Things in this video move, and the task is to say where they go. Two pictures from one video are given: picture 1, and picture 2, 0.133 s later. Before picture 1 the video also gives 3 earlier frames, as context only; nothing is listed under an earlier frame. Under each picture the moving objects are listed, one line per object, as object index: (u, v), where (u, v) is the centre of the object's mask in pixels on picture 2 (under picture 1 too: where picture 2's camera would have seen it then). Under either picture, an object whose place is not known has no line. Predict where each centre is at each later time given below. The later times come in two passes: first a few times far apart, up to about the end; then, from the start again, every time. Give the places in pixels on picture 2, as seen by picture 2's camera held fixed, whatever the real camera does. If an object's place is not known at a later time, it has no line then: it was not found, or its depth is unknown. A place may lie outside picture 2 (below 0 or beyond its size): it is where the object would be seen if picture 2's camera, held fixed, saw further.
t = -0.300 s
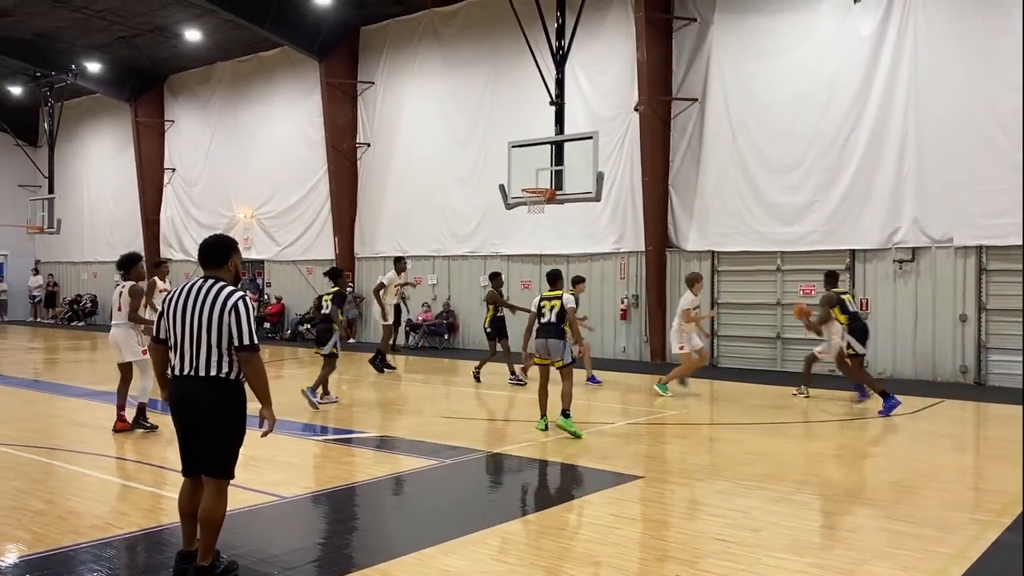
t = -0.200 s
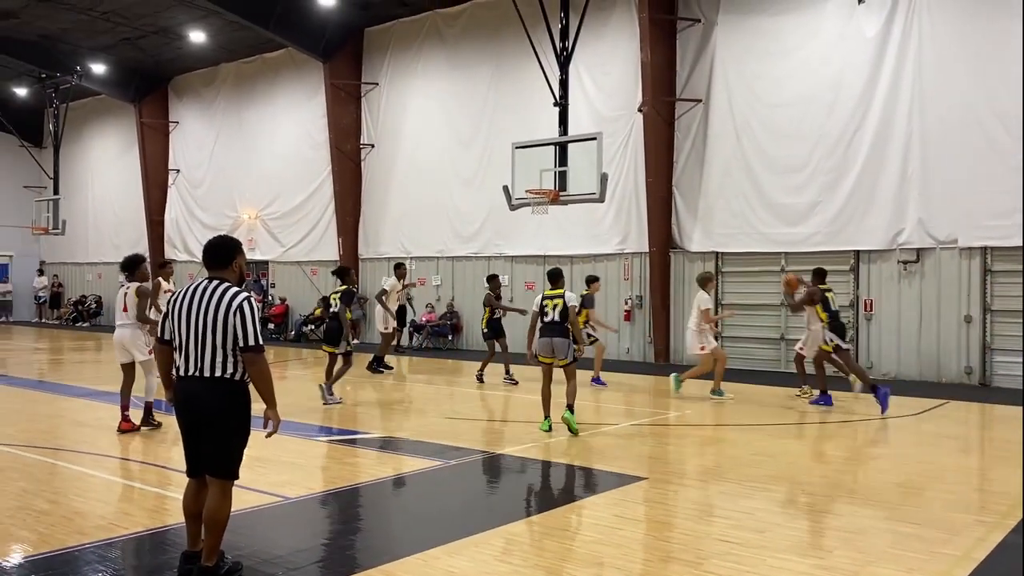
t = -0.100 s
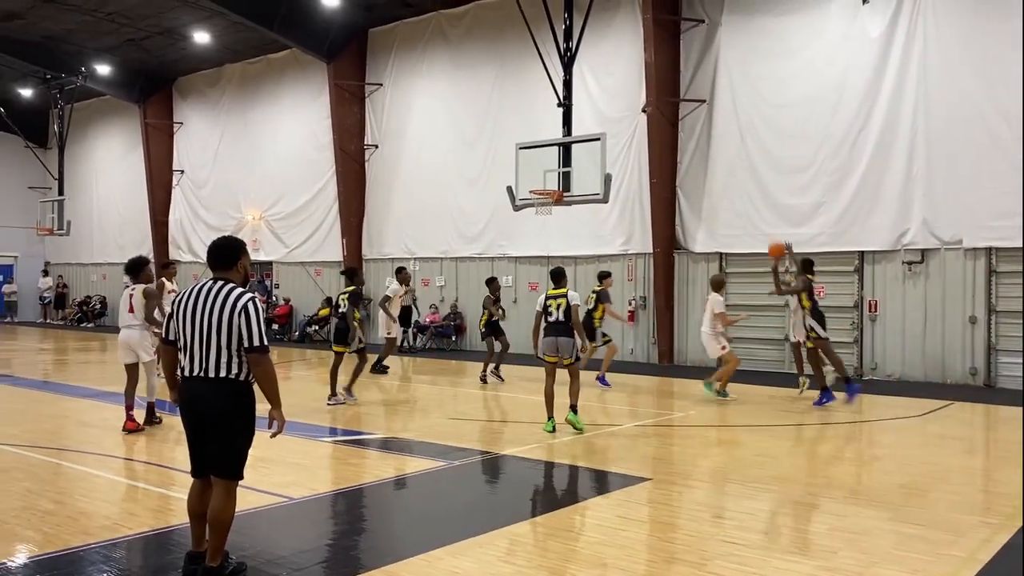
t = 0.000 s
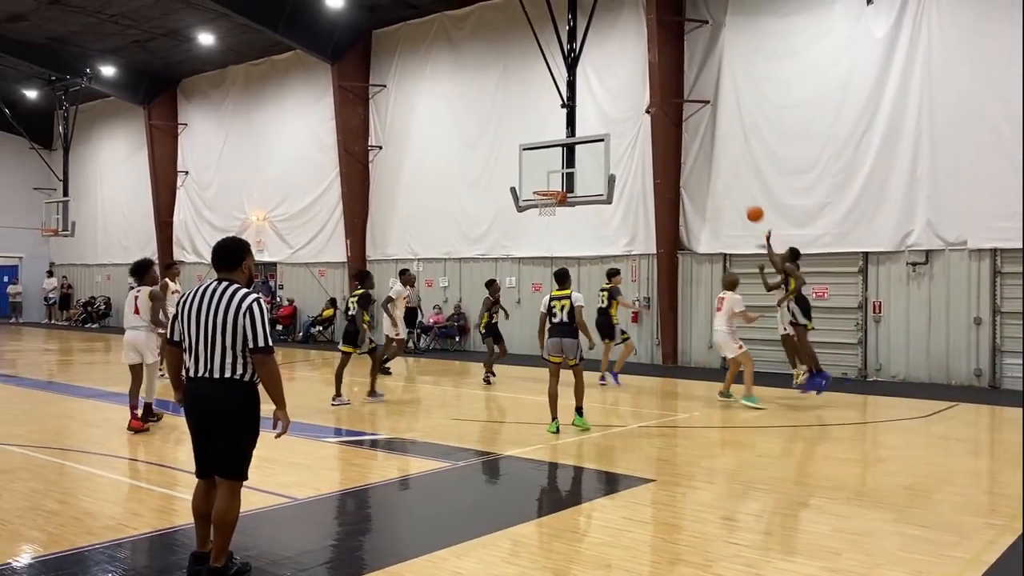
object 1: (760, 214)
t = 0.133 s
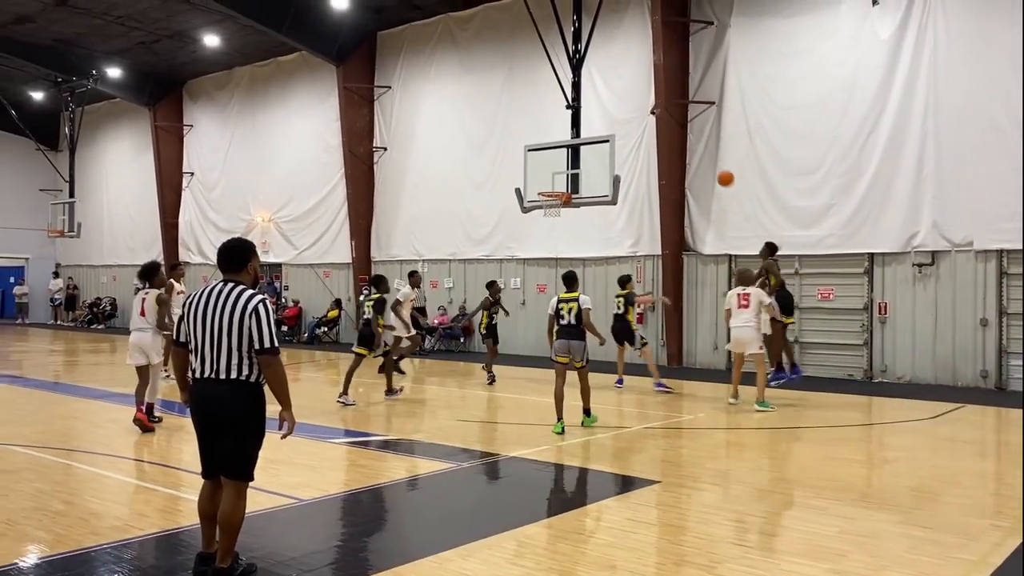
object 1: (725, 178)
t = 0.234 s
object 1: (701, 160)
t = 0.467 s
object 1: (645, 142)
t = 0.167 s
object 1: (717, 171)
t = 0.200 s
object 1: (708, 165)
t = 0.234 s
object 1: (701, 160)
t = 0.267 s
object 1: (691, 155)
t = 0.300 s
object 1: (684, 151)
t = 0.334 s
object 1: (676, 147)
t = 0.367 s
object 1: (668, 145)
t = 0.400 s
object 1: (661, 143)
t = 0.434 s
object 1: (653, 142)
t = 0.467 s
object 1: (645, 142)
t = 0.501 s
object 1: (637, 142)
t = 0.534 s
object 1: (630, 143)
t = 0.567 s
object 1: (623, 145)
